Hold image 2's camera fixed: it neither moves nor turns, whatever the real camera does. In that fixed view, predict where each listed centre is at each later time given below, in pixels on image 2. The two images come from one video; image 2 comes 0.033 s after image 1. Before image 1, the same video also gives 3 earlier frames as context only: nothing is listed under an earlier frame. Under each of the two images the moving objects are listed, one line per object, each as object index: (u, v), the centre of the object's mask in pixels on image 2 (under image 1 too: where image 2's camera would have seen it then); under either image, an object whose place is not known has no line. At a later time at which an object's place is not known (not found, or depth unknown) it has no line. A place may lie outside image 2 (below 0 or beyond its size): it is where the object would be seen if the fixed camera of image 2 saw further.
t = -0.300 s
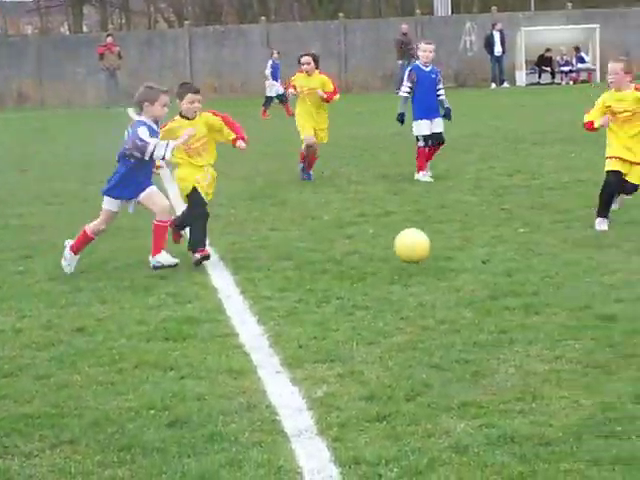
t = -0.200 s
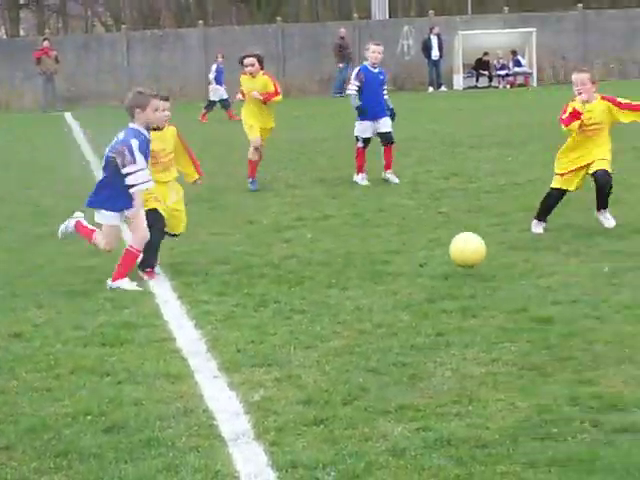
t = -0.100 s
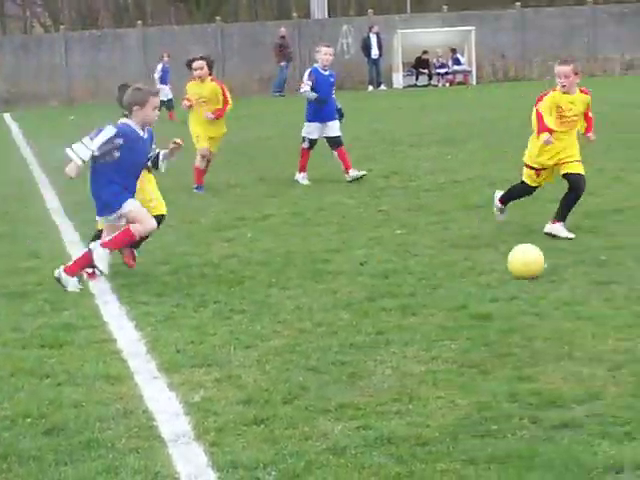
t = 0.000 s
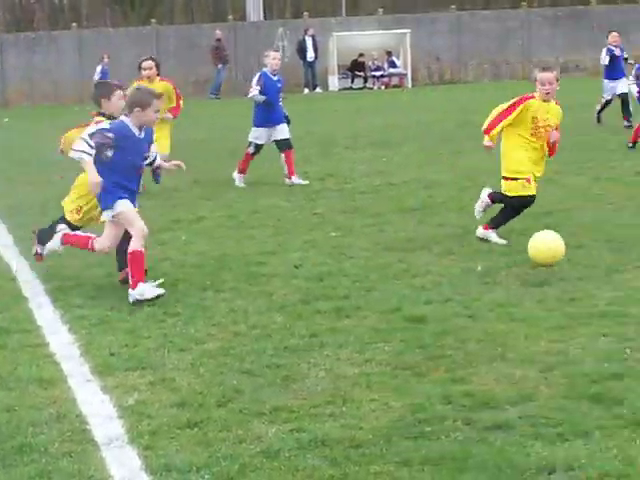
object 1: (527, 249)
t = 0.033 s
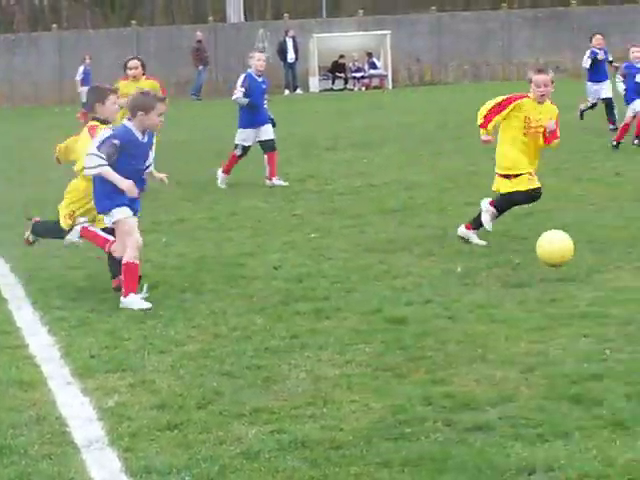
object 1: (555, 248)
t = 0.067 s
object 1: (583, 247)
